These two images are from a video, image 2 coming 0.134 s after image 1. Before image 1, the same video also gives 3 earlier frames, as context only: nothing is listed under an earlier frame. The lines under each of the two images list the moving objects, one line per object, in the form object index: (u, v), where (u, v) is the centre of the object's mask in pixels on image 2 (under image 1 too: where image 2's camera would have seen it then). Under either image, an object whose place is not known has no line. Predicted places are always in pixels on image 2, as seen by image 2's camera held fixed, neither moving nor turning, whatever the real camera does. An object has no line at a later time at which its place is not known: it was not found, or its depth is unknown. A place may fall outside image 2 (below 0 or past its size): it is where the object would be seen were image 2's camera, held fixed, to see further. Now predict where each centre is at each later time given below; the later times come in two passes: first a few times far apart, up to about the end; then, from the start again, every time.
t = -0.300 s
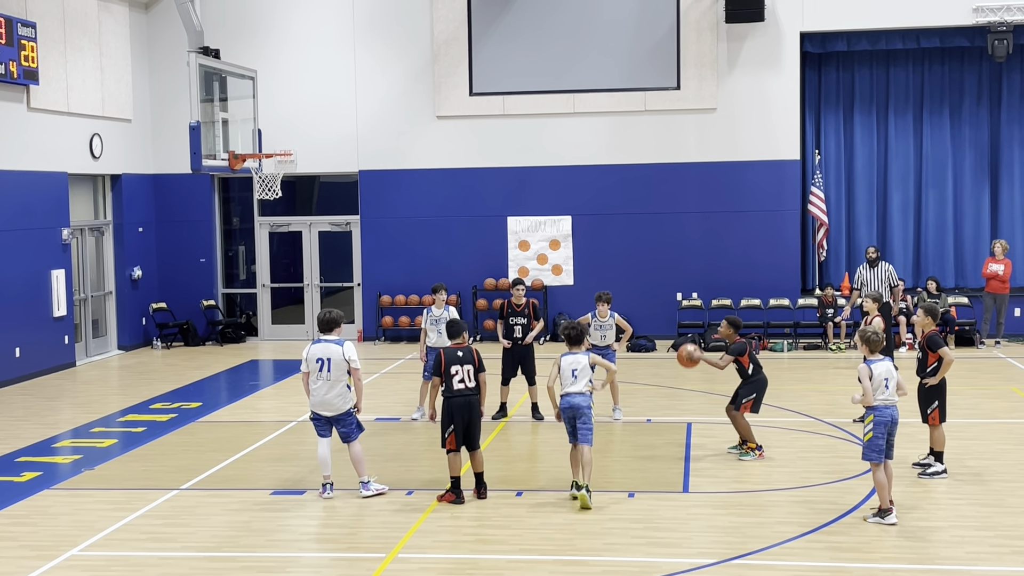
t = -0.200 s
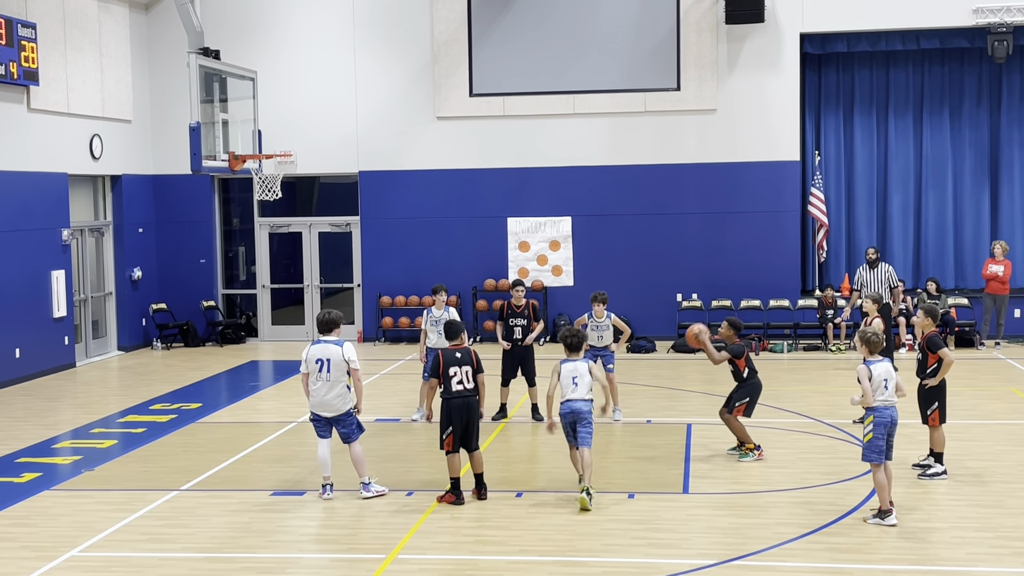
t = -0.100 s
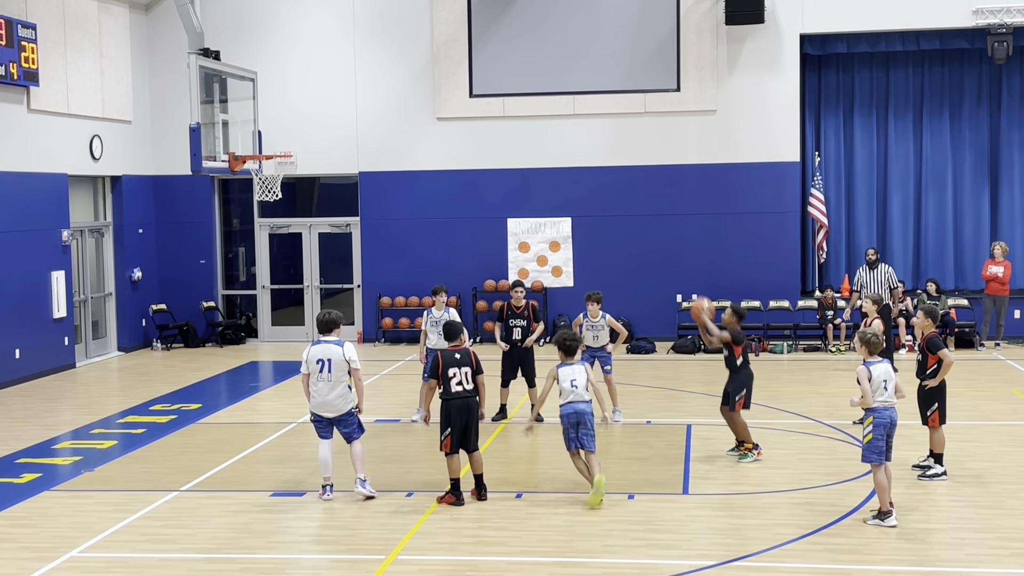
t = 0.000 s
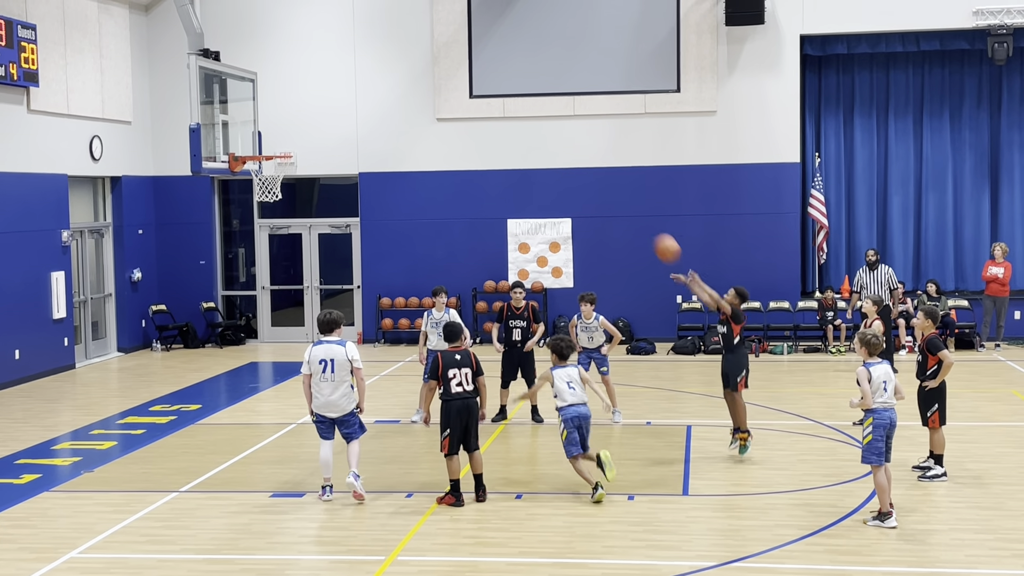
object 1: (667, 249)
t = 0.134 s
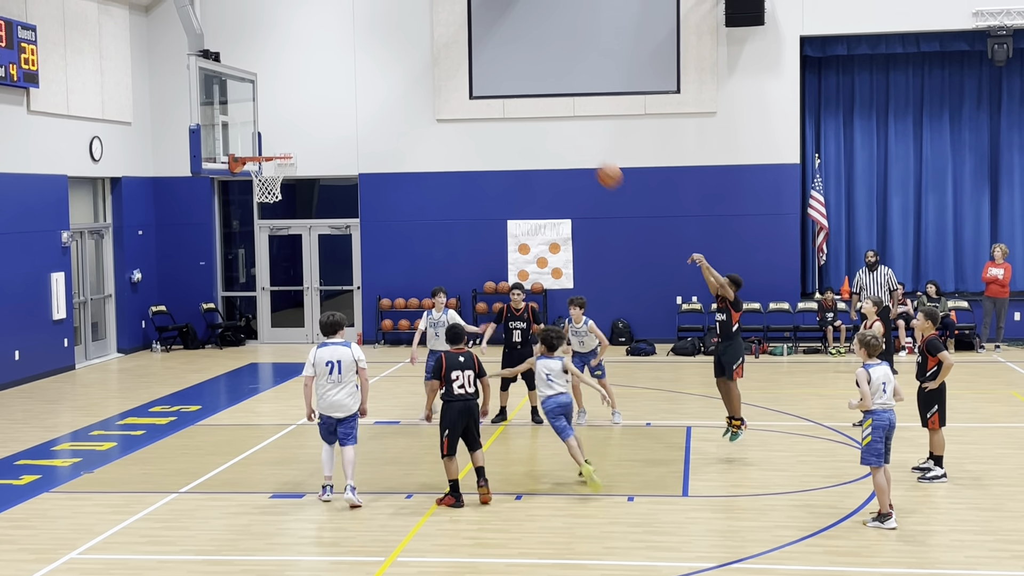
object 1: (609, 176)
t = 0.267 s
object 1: (551, 117)
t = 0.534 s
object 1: (439, 58)
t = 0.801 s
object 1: (333, 70)
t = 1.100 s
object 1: (236, 152)
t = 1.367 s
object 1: (230, 163)
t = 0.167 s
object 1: (594, 159)
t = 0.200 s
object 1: (579, 143)
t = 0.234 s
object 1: (565, 130)
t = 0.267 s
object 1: (551, 117)
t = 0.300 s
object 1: (537, 105)
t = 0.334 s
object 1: (523, 95)
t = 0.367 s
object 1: (509, 86)
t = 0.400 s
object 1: (495, 78)
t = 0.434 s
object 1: (481, 71)
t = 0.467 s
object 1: (467, 66)
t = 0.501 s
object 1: (453, 61)
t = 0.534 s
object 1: (439, 58)
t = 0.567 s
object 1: (426, 55)
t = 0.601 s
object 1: (412, 54)
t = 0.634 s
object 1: (399, 54)
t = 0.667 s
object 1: (385, 55)
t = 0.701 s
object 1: (372, 57)
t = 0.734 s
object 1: (359, 60)
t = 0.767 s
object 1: (345, 64)
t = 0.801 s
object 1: (333, 70)
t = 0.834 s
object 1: (319, 76)
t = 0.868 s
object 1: (306, 84)
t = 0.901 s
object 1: (293, 92)
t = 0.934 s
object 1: (281, 102)
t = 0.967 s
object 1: (268, 112)
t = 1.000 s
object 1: (255, 124)
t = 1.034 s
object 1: (244, 136)
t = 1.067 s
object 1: (234, 150)
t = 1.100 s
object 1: (236, 152)
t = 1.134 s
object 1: (231, 148)
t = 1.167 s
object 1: (226, 146)
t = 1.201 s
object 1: (226, 146)
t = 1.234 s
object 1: (227, 147)
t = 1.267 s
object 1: (227, 149)
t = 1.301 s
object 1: (228, 153)
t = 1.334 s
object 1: (229, 157)
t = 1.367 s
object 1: (230, 163)
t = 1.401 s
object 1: (231, 170)
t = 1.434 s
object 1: (232, 178)
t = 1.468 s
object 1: (233, 187)
